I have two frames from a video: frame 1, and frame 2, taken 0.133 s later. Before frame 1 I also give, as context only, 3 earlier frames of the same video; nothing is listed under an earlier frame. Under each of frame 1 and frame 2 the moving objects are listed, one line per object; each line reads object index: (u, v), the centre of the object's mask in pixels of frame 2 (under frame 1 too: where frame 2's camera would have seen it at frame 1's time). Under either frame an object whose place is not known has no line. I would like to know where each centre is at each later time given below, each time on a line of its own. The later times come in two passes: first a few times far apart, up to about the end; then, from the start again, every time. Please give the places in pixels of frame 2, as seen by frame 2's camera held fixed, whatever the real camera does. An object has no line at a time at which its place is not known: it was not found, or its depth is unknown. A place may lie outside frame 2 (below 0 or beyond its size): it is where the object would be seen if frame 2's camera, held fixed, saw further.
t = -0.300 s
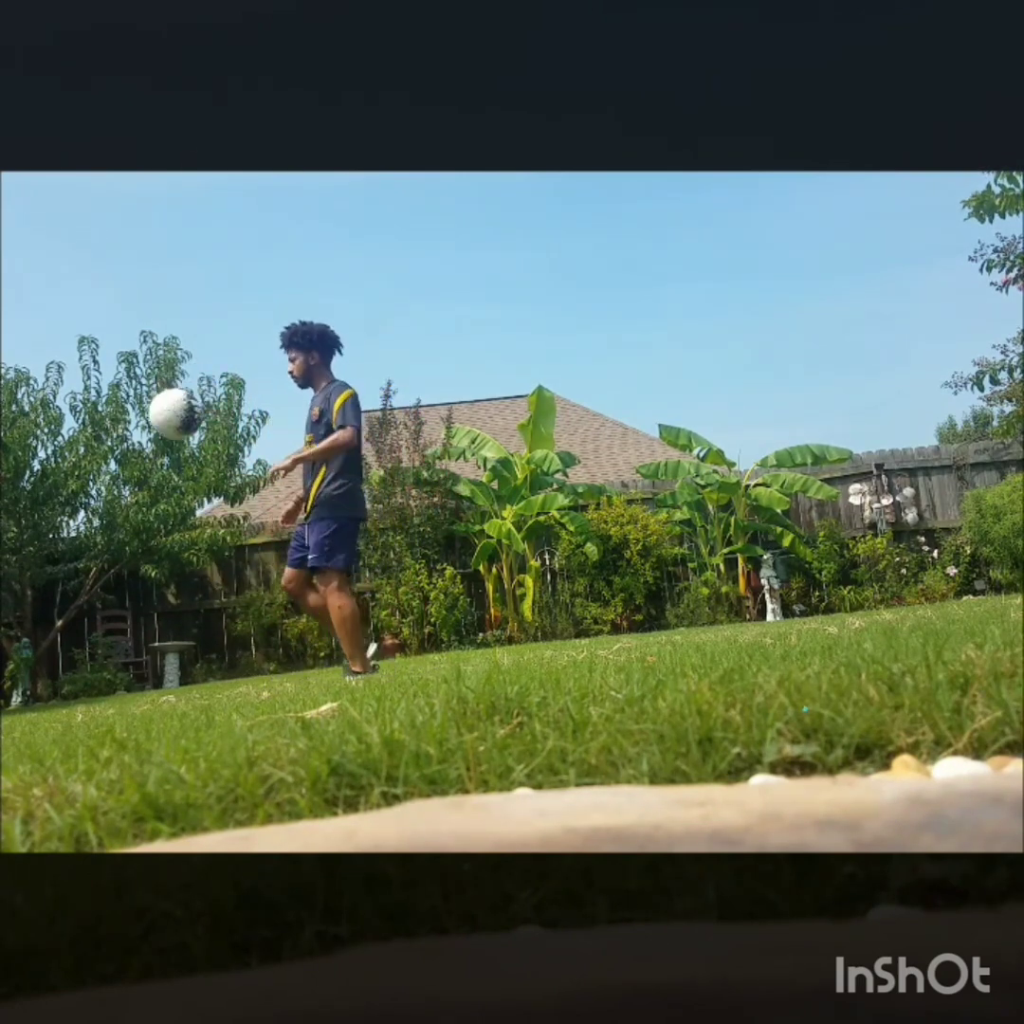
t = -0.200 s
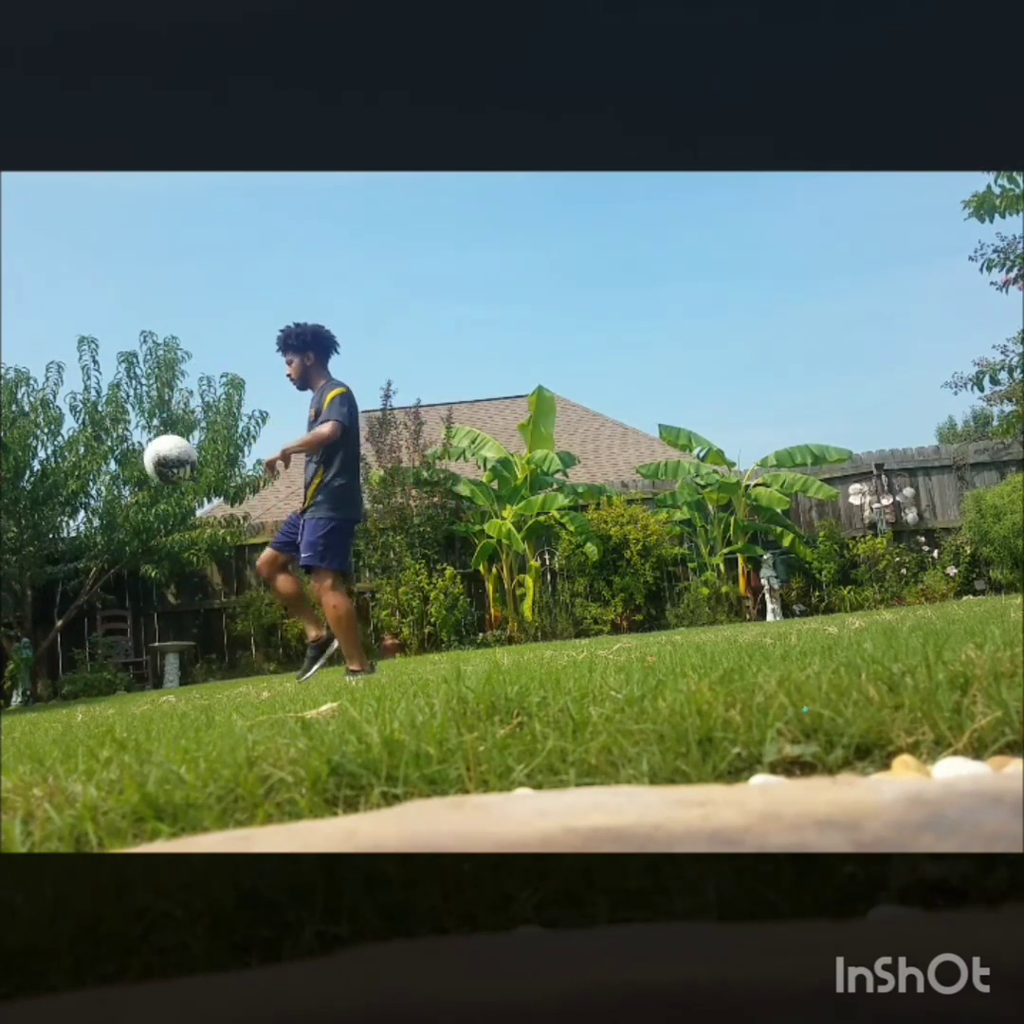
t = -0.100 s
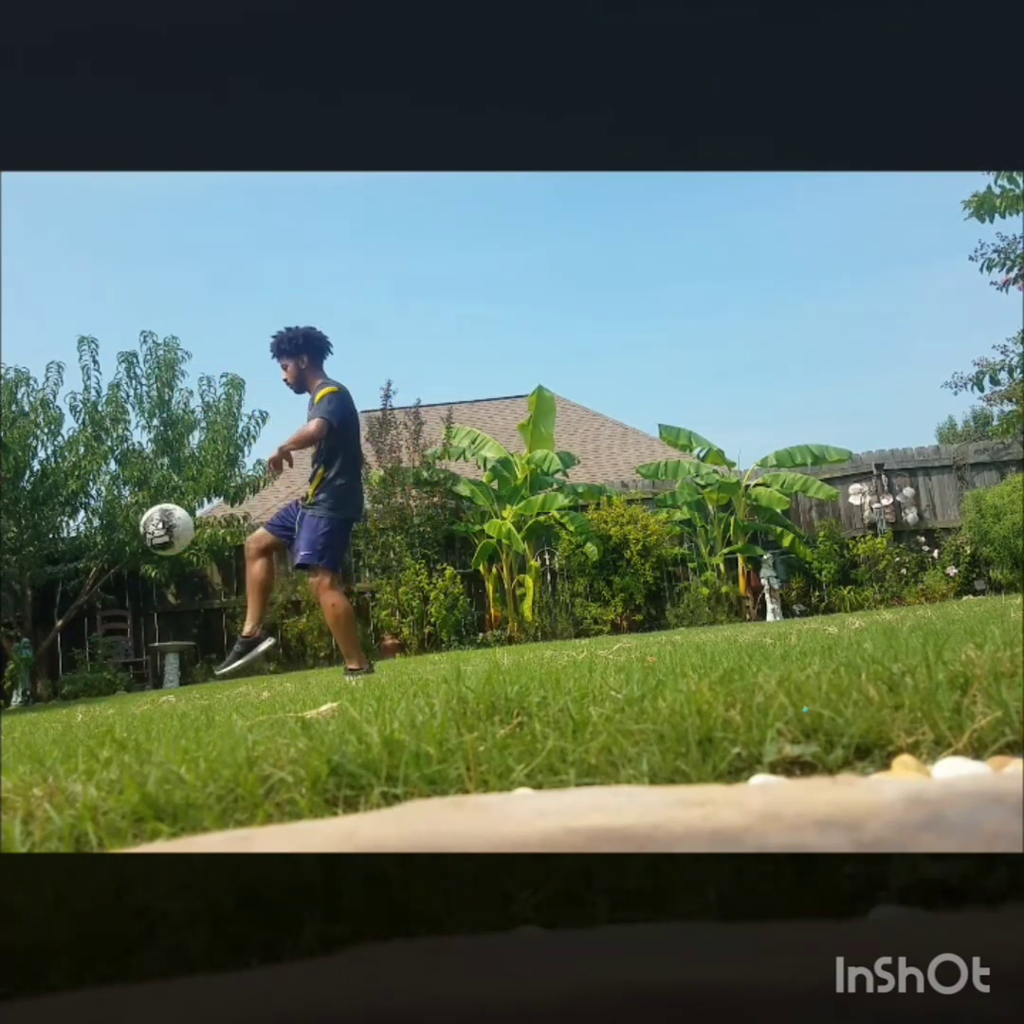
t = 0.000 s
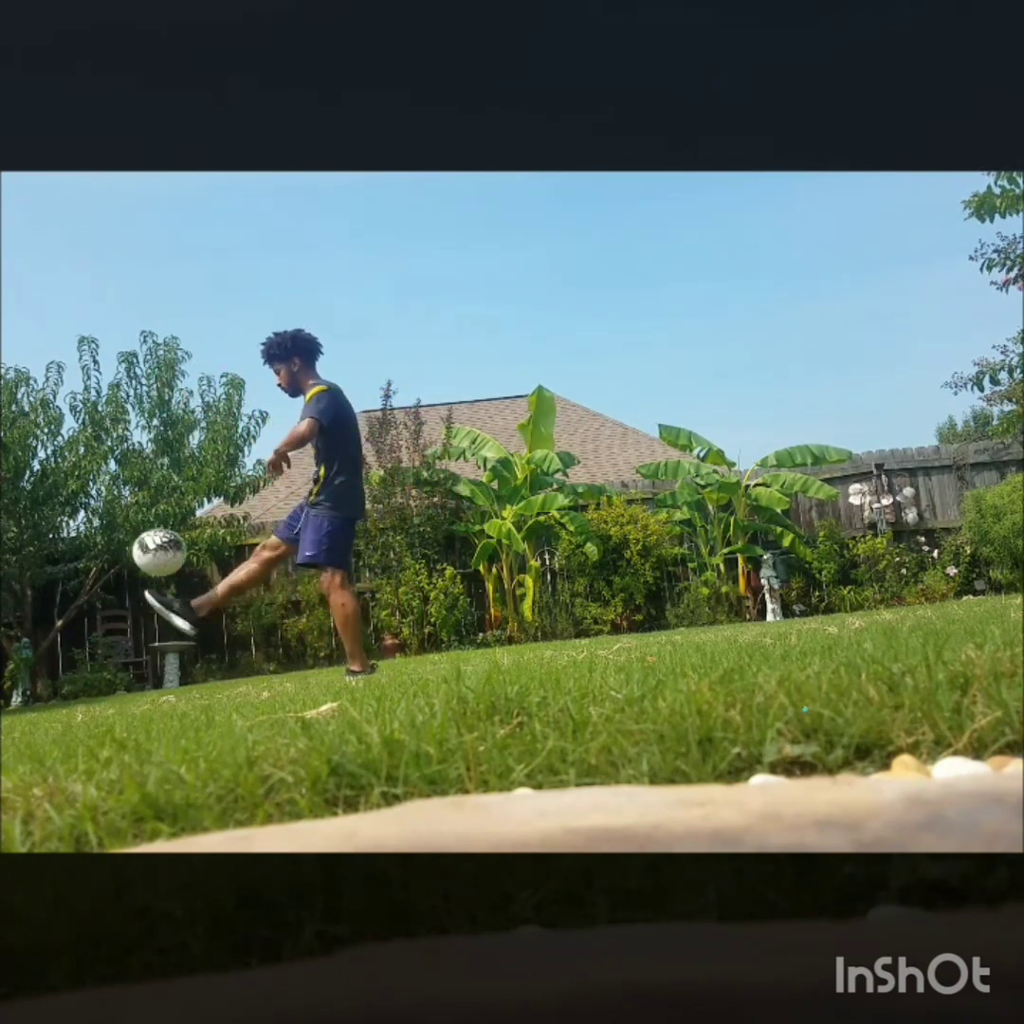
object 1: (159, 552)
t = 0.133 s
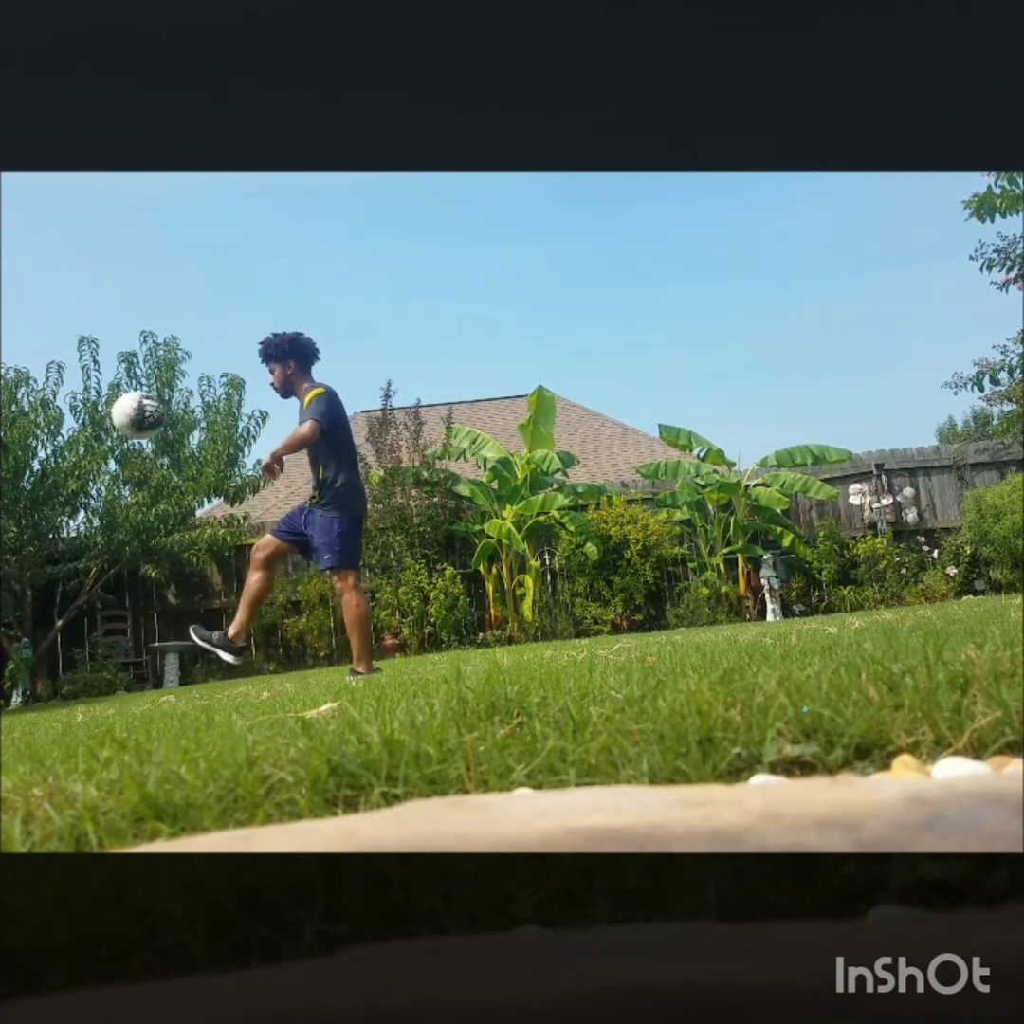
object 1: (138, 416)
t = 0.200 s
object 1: (129, 360)
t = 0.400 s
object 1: (107, 251)
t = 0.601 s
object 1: (91, 221)
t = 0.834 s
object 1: (81, 293)
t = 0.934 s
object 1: (79, 359)
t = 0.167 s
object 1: (133, 387)
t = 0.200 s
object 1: (129, 360)
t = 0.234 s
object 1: (125, 336)
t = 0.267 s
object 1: (121, 314)
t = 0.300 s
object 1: (117, 295)
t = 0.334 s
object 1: (114, 278)
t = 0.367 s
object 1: (111, 263)
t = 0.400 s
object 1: (107, 251)
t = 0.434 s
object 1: (104, 240)
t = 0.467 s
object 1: (101, 232)
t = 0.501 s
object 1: (98, 226)
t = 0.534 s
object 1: (96, 222)
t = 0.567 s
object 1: (94, 220)
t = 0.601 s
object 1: (91, 221)
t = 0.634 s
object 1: (90, 224)
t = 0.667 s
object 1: (88, 230)
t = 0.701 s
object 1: (87, 238)
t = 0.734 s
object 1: (85, 248)
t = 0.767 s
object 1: (84, 261)
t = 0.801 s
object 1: (83, 276)
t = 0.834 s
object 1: (81, 293)
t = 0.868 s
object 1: (81, 313)
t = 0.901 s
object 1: (80, 335)
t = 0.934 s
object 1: (79, 359)
